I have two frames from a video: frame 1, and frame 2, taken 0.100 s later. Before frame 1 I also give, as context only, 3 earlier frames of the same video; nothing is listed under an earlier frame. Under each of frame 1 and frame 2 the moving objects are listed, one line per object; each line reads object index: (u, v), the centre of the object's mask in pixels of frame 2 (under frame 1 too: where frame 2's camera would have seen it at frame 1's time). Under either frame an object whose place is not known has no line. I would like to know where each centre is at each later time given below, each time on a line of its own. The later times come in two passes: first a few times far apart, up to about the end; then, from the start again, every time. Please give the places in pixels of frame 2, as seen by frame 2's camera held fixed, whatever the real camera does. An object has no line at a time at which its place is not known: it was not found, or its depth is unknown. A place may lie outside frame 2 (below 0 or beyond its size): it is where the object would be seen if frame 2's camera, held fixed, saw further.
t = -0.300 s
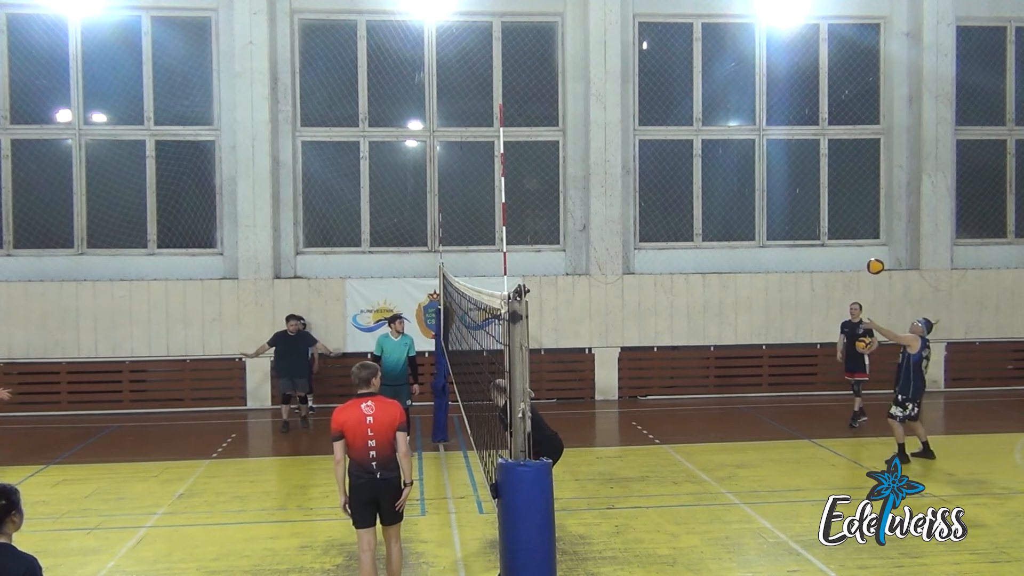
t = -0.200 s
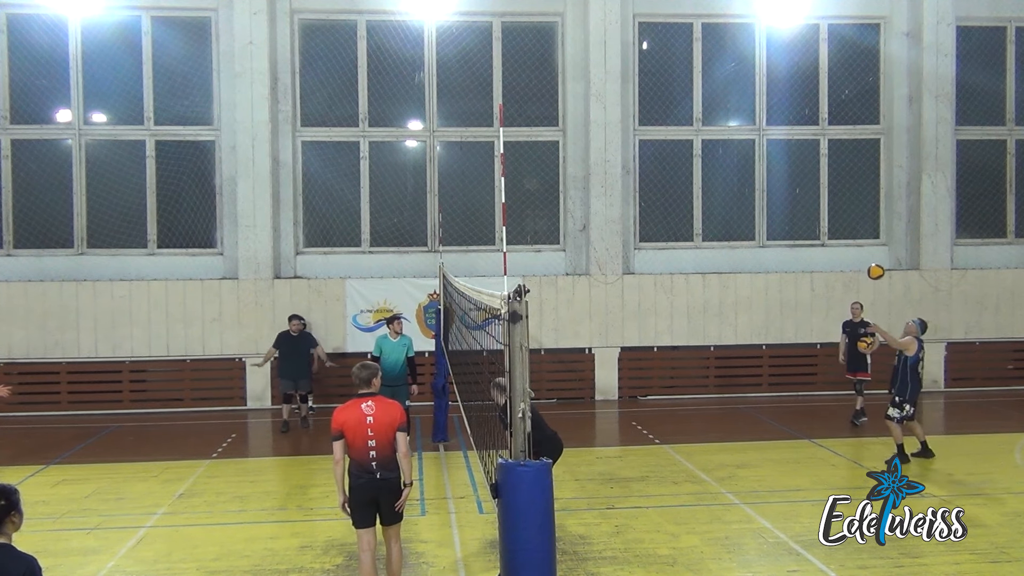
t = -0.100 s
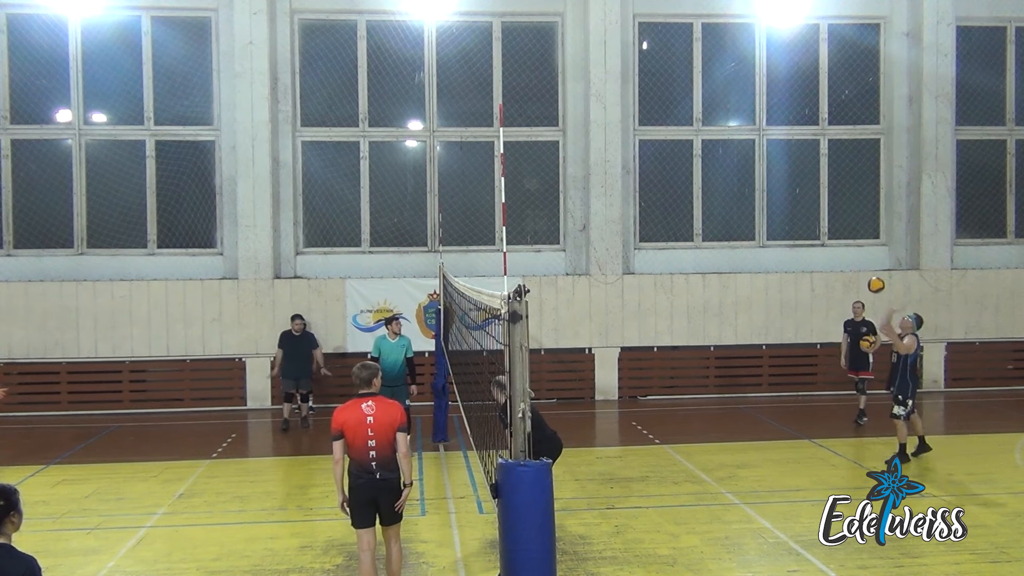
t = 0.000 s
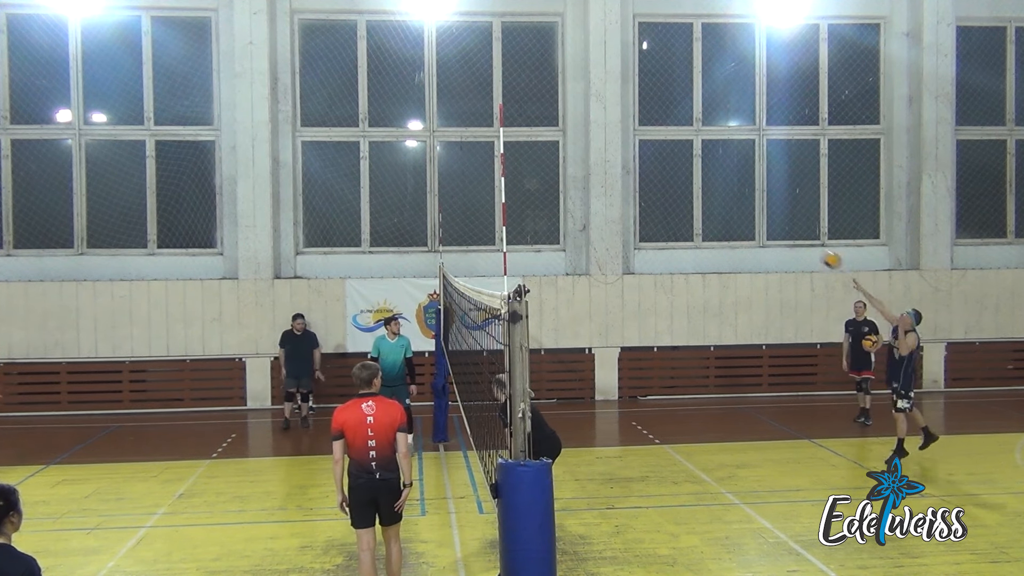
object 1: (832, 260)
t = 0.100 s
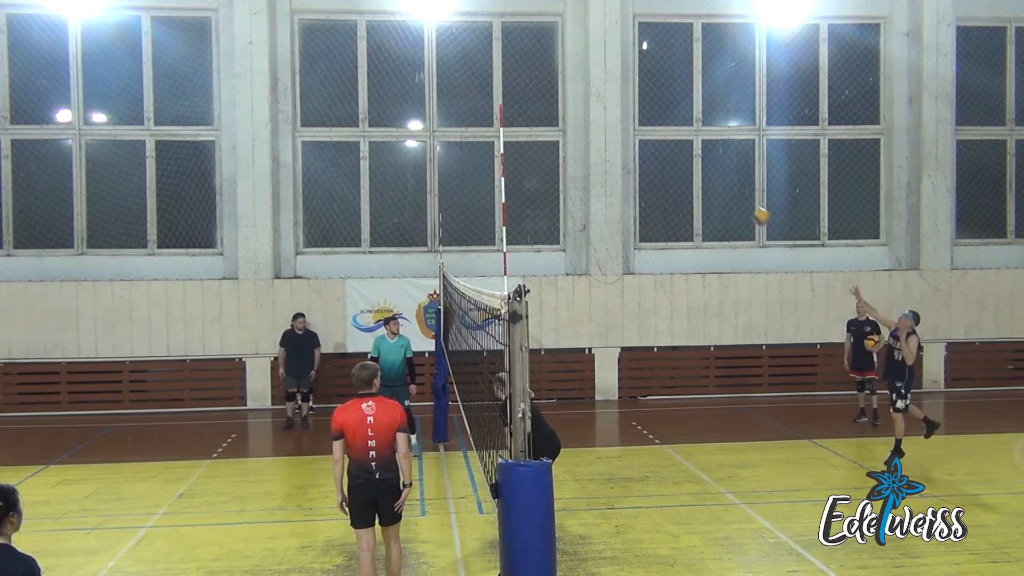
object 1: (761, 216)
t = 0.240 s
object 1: (664, 170)
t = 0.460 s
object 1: (508, 129)
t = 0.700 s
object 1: (339, 138)
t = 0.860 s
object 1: (229, 172)
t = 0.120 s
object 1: (747, 209)
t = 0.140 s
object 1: (733, 202)
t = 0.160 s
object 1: (719, 195)
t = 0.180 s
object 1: (706, 188)
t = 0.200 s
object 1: (691, 181)
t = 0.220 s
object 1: (679, 175)
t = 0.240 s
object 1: (664, 170)
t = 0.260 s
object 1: (650, 164)
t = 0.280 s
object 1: (636, 160)
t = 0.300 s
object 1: (621, 155)
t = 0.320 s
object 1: (606, 151)
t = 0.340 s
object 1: (592, 147)
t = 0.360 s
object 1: (578, 143)
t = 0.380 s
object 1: (563, 140)
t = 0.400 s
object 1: (550, 137)
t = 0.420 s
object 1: (535, 134)
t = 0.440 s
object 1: (521, 132)
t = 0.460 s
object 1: (508, 129)
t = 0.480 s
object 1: (492, 128)
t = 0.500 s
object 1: (479, 127)
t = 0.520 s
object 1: (465, 127)
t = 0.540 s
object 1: (451, 127)
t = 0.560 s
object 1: (436, 127)
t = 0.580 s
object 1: (424, 128)
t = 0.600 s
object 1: (409, 128)
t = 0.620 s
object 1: (395, 129)
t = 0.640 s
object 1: (381, 131)
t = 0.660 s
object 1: (367, 133)
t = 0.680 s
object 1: (354, 135)
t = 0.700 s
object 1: (339, 138)
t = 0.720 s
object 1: (325, 141)
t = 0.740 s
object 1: (312, 144)
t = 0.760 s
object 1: (298, 148)
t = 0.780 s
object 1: (283, 152)
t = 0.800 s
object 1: (270, 157)
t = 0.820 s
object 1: (256, 162)
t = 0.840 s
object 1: (242, 167)
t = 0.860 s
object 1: (229, 172)
